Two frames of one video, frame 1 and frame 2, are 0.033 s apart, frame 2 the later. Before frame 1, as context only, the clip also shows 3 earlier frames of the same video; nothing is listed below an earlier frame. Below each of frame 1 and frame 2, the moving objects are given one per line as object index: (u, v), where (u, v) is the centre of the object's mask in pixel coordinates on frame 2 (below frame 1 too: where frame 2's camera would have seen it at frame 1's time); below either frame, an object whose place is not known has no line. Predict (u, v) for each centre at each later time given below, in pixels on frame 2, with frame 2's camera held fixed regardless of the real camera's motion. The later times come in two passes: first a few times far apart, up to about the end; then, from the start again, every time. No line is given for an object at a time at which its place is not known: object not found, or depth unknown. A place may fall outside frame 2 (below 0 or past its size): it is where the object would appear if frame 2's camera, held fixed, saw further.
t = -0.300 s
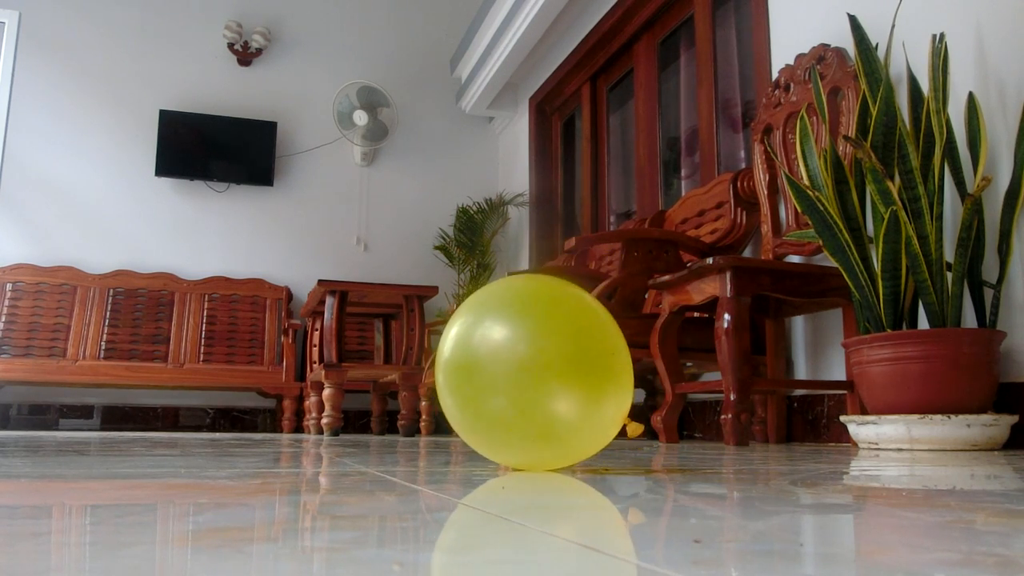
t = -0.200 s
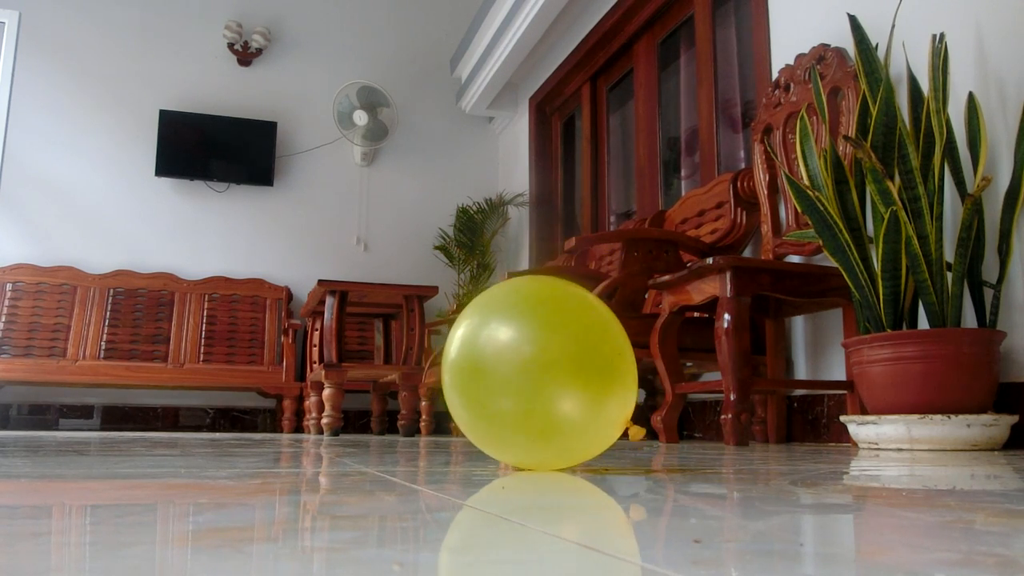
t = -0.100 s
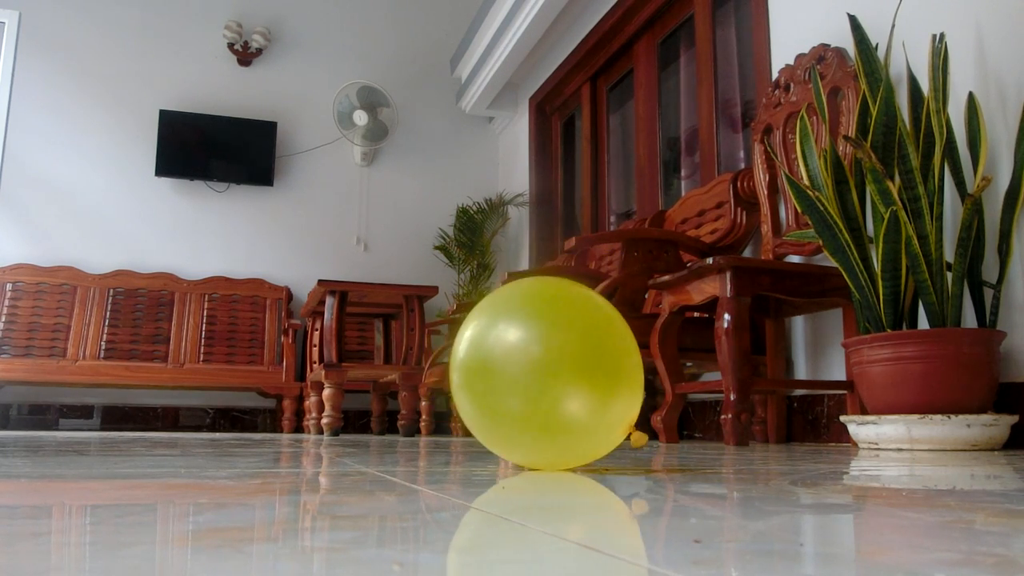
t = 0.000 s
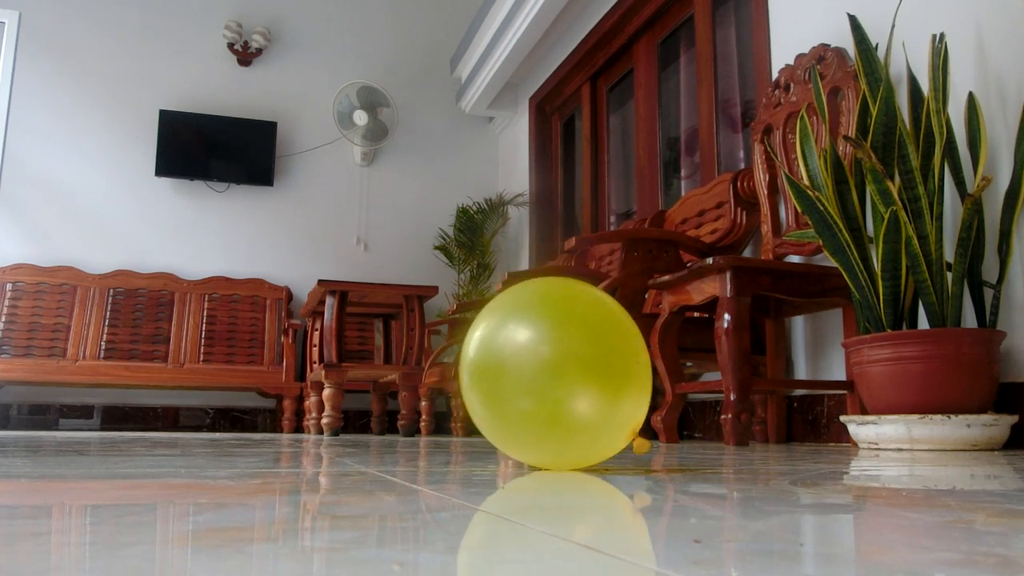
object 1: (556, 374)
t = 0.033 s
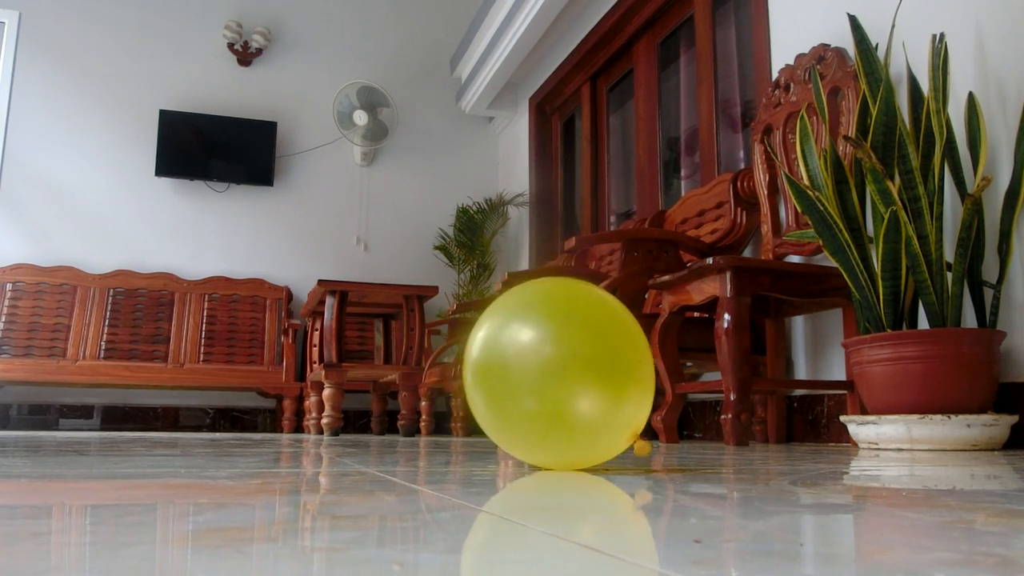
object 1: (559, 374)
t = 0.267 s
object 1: (584, 373)
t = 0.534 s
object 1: (587, 372)
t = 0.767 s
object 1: (572, 373)
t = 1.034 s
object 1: (560, 371)
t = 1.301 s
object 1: (558, 369)
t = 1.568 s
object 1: (566, 366)
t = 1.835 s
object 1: (583, 363)
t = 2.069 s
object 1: (605, 362)
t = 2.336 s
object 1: (628, 361)
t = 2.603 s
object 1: (636, 361)
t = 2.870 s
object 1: (628, 361)
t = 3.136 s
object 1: (609, 362)
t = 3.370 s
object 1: (591, 365)
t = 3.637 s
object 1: (572, 368)
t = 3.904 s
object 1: (561, 370)
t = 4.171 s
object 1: (560, 372)
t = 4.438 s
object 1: (571, 372)
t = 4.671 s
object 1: (586, 371)
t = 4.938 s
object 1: (586, 370)
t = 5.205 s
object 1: (574, 369)
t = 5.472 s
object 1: (566, 367)
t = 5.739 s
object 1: (571, 365)
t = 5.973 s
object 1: (586, 363)
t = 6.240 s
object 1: (612, 362)
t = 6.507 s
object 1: (634, 362)
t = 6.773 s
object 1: (633, 362)
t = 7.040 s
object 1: (617, 363)
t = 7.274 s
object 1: (600, 364)
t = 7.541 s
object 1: (579, 367)
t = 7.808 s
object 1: (561, 370)
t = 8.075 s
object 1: (553, 373)
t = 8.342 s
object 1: (560, 374)
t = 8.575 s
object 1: (575, 373)
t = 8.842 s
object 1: (586, 371)
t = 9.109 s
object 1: (573, 371)
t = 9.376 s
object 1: (568, 369)
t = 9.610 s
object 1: (572, 368)
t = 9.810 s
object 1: (583, 366)
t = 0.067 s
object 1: (563, 374)
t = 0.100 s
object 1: (567, 374)
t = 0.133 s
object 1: (570, 374)
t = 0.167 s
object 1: (574, 374)
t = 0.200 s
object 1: (577, 374)
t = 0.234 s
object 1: (581, 373)
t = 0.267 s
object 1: (584, 373)
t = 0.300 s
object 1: (587, 372)
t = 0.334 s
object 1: (589, 371)
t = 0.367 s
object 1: (591, 371)
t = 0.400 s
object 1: (591, 371)
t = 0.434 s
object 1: (591, 371)
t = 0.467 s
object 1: (591, 371)
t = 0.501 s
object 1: (589, 372)
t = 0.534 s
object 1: (587, 372)
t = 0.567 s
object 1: (585, 373)
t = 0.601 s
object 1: (583, 373)
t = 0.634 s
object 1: (581, 373)
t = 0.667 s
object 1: (578, 373)
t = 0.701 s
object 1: (576, 373)
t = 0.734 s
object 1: (574, 373)
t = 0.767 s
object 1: (572, 373)
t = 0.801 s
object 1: (570, 373)
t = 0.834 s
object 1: (568, 373)
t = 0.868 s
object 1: (566, 373)
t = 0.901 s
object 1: (565, 372)
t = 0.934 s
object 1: (564, 372)
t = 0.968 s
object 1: (562, 372)
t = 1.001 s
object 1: (561, 371)
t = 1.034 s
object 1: (560, 371)
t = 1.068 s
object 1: (560, 371)
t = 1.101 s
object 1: (559, 371)
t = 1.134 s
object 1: (559, 370)
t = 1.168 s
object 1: (558, 370)
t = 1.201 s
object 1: (558, 370)
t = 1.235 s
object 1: (558, 370)
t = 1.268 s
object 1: (558, 369)
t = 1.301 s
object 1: (558, 369)
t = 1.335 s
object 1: (559, 369)
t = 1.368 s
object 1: (559, 368)
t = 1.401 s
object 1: (560, 368)
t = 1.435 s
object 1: (561, 368)
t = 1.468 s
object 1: (562, 367)
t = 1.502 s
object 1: (563, 367)
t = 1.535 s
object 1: (564, 367)
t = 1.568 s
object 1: (566, 366)
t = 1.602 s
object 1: (567, 366)
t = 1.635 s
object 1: (569, 366)
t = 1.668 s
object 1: (571, 365)
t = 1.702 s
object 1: (573, 365)
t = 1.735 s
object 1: (576, 364)
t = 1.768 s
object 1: (578, 364)
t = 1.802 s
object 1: (581, 364)
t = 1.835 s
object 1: (583, 363)
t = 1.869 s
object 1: (586, 363)
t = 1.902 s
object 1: (589, 363)
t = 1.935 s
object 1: (592, 363)
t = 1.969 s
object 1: (595, 362)
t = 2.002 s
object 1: (598, 362)
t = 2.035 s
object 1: (601, 362)
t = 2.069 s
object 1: (605, 362)
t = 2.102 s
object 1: (608, 362)
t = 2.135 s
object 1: (611, 361)
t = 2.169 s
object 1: (614, 361)
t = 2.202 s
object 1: (617, 361)
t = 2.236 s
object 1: (620, 361)
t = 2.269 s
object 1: (623, 361)
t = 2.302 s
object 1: (626, 361)
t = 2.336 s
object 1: (628, 361)
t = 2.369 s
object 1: (631, 361)
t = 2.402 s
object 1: (633, 361)
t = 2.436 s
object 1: (634, 361)
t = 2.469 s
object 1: (635, 361)
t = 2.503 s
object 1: (636, 361)
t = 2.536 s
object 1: (636, 361)
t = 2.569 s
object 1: (636, 361)
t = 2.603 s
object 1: (636, 361)
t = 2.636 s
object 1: (636, 361)
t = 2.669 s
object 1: (635, 361)
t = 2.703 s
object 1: (635, 361)
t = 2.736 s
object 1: (634, 361)
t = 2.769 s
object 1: (633, 361)
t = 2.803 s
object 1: (632, 361)
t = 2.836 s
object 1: (630, 361)
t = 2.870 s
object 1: (628, 361)
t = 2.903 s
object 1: (626, 362)
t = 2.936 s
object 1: (624, 362)
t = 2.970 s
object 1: (621, 362)
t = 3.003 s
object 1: (619, 362)
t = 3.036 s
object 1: (616, 362)
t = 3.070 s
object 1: (614, 362)
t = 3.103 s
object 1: (611, 362)
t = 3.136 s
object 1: (609, 362)
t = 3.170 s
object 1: (606, 363)
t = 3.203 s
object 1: (604, 363)
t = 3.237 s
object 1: (601, 363)
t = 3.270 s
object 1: (598, 363)
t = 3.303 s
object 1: (596, 364)
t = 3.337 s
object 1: (593, 364)
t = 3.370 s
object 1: (591, 365)
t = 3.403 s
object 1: (588, 365)
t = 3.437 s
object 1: (586, 365)
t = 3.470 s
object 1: (583, 366)
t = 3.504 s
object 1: (581, 366)
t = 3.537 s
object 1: (579, 366)
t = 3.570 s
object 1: (577, 367)
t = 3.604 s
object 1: (574, 368)
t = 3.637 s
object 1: (572, 368)
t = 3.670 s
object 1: (570, 368)
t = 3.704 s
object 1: (569, 369)
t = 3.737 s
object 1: (567, 369)
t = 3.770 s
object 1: (566, 369)
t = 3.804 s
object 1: (564, 370)
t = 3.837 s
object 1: (563, 370)
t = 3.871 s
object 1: (562, 370)
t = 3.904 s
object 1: (561, 370)
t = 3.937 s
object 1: (560, 371)
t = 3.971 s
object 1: (560, 371)
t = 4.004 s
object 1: (560, 371)
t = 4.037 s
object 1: (559, 371)
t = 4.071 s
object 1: (559, 371)
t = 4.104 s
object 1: (560, 372)
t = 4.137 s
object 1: (560, 372)
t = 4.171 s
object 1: (560, 372)
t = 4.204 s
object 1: (561, 372)
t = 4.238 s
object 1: (562, 372)
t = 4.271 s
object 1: (563, 372)
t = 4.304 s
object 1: (565, 373)
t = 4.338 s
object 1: (566, 372)
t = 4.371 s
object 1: (568, 372)
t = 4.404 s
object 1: (569, 373)
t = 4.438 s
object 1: (571, 372)
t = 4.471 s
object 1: (573, 372)
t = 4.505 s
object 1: (575, 372)
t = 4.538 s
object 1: (577, 372)
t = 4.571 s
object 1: (579, 372)
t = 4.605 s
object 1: (582, 372)
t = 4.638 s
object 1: (584, 372)
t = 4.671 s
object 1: (586, 371)
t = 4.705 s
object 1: (588, 371)
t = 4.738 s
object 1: (590, 371)
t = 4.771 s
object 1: (591, 370)
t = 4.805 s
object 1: (591, 370)
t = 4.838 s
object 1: (590, 370)
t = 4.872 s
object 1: (589, 370)
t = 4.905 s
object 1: (588, 370)
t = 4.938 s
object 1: (586, 370)
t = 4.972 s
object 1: (585, 370)
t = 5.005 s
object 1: (583, 370)
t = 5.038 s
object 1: (581, 370)
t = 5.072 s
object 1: (580, 370)
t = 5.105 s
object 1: (578, 369)
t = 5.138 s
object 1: (577, 369)
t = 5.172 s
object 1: (575, 369)
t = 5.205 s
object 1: (574, 369)
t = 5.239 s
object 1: (573, 369)
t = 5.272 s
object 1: (571, 369)
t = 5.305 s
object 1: (570, 368)
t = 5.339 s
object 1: (569, 368)
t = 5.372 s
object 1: (568, 368)
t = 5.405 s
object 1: (568, 368)
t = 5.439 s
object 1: (567, 368)
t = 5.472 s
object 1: (566, 367)
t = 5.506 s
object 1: (566, 367)
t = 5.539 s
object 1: (566, 367)
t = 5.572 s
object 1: (566, 366)
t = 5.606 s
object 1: (567, 366)
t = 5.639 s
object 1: (568, 366)
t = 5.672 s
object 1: (568, 366)
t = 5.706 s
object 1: (569, 365)
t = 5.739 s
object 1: (571, 365)
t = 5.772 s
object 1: (572, 365)
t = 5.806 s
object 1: (574, 364)
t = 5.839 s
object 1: (576, 364)
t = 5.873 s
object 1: (578, 364)
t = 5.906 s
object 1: (580, 364)
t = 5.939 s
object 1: (583, 363)
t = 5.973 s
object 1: (586, 363)
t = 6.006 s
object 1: (589, 363)
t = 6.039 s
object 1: (592, 363)
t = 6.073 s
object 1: (595, 363)
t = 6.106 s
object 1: (598, 363)
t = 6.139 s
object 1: (601, 362)
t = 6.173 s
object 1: (605, 362)
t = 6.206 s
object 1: (608, 362)
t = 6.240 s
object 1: (612, 362)
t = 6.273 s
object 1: (615, 362)
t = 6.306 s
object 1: (618, 362)
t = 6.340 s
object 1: (621, 362)
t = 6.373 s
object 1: (624, 362)
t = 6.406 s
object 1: (627, 362)
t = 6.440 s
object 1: (630, 362)
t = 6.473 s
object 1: (632, 362)
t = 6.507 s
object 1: (634, 362)
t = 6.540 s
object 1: (636, 361)
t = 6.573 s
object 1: (637, 361)
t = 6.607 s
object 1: (638, 362)
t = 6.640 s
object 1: (638, 362)
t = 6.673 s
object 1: (637, 362)
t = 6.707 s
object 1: (636, 362)
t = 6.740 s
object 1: (634, 362)
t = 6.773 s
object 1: (633, 362)
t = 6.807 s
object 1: (631, 362)
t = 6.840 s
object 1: (629, 362)
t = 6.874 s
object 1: (627, 362)
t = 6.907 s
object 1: (625, 362)
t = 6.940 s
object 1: (623, 362)
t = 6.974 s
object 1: (621, 363)
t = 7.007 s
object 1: (619, 363)
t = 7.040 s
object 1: (617, 363)
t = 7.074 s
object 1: (615, 363)
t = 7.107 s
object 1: (612, 363)
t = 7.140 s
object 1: (610, 363)
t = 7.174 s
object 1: (607, 363)
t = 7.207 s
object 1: (605, 364)
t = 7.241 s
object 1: (602, 364)
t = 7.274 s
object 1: (600, 364)
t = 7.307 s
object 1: (597, 364)
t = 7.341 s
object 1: (594, 365)
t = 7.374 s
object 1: (592, 365)
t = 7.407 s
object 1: (589, 366)
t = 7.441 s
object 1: (587, 366)
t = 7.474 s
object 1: (584, 366)
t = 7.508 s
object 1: (581, 367)
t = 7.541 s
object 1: (579, 367)
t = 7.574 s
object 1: (576, 368)
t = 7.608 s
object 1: (574, 368)
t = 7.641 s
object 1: (572, 369)
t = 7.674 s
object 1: (569, 369)
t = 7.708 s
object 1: (567, 369)
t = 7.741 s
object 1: (565, 370)
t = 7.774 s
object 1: (563, 370)
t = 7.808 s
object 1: (561, 370)
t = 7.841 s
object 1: (559, 371)
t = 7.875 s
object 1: (558, 371)
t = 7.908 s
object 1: (557, 371)
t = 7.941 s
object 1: (556, 372)
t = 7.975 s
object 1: (555, 372)
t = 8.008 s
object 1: (554, 372)
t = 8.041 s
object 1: (554, 372)
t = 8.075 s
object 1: (553, 373)
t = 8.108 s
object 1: (553, 373)
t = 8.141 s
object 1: (554, 373)
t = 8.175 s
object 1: (554, 373)
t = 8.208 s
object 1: (555, 373)
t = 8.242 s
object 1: (556, 373)
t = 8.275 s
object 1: (557, 374)
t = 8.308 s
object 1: (558, 374)
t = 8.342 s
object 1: (560, 374)
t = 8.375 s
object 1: (561, 374)
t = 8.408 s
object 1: (563, 373)
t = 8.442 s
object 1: (566, 374)
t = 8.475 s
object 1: (568, 373)
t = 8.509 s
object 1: (570, 373)
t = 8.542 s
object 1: (573, 373)
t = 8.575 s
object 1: (575, 373)
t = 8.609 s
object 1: (578, 373)
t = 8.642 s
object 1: (581, 373)
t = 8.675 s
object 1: (584, 372)
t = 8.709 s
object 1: (586, 372)
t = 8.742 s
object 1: (587, 372)
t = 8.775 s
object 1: (587, 371)
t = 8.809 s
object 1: (587, 372)
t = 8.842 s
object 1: (586, 371)
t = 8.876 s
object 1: (585, 371)
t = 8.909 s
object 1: (583, 371)
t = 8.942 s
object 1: (581, 372)
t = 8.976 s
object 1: (579, 371)
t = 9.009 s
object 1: (578, 371)
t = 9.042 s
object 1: (576, 371)
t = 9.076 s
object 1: (575, 371)
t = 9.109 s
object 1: (573, 371)
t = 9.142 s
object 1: (572, 371)
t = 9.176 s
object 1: (571, 370)
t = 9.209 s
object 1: (570, 370)
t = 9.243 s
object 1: (569, 370)
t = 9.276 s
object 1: (569, 370)
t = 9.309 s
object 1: (568, 370)
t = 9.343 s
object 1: (568, 369)
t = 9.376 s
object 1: (568, 369)
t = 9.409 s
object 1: (568, 369)
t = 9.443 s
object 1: (568, 369)
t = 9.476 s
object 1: (568, 369)
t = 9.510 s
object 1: (569, 368)
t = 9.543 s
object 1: (570, 368)
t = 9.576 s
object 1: (571, 368)
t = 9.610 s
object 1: (572, 368)
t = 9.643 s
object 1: (573, 367)
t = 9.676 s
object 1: (575, 367)
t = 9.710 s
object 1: (576, 367)
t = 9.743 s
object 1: (578, 366)
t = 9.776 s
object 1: (580, 366)
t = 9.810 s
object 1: (583, 366)
